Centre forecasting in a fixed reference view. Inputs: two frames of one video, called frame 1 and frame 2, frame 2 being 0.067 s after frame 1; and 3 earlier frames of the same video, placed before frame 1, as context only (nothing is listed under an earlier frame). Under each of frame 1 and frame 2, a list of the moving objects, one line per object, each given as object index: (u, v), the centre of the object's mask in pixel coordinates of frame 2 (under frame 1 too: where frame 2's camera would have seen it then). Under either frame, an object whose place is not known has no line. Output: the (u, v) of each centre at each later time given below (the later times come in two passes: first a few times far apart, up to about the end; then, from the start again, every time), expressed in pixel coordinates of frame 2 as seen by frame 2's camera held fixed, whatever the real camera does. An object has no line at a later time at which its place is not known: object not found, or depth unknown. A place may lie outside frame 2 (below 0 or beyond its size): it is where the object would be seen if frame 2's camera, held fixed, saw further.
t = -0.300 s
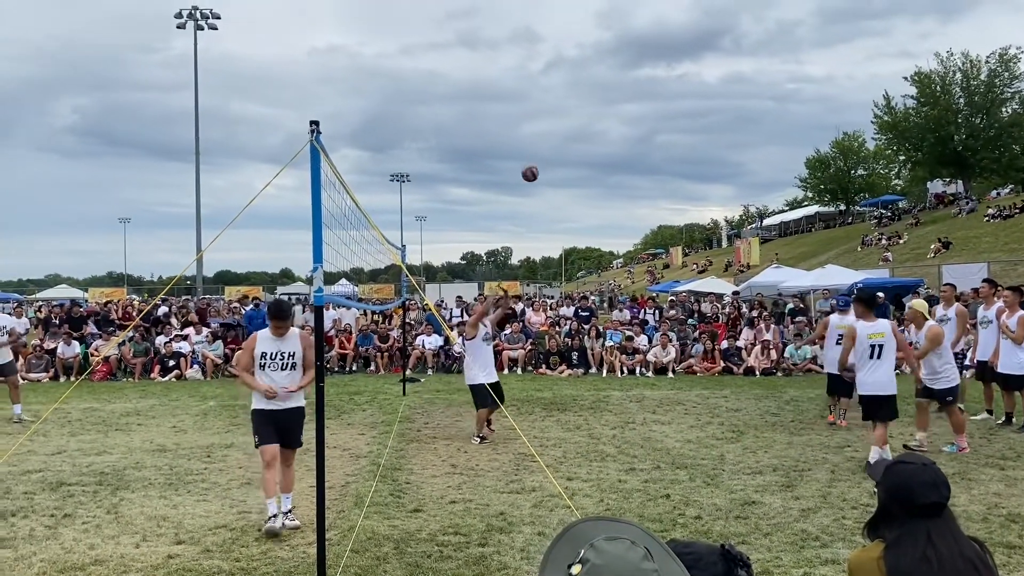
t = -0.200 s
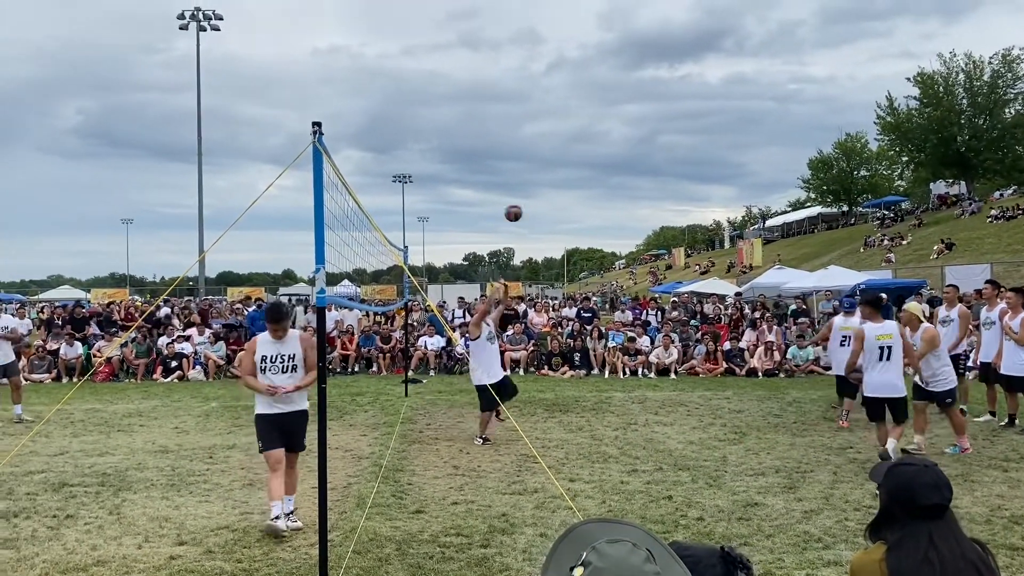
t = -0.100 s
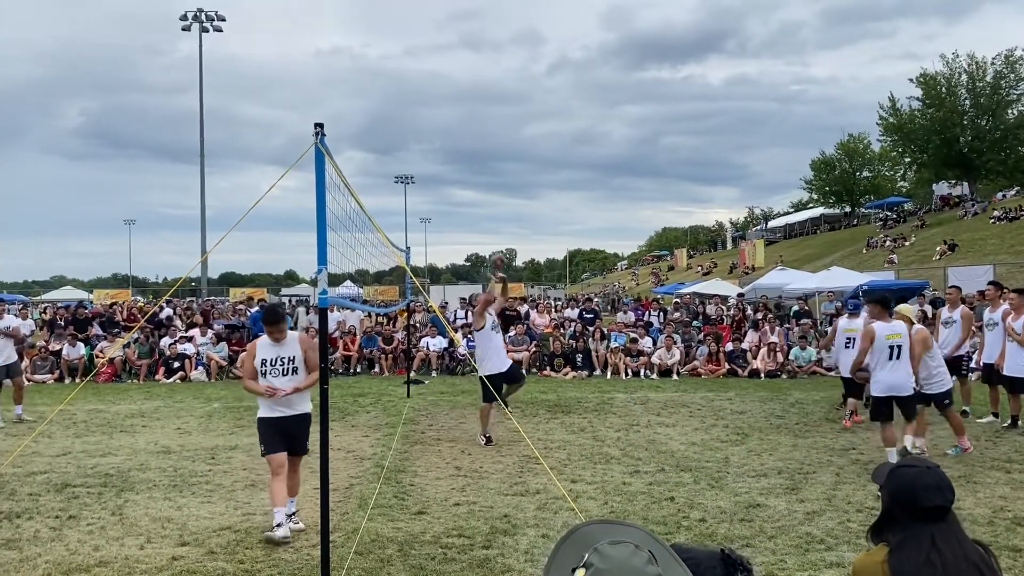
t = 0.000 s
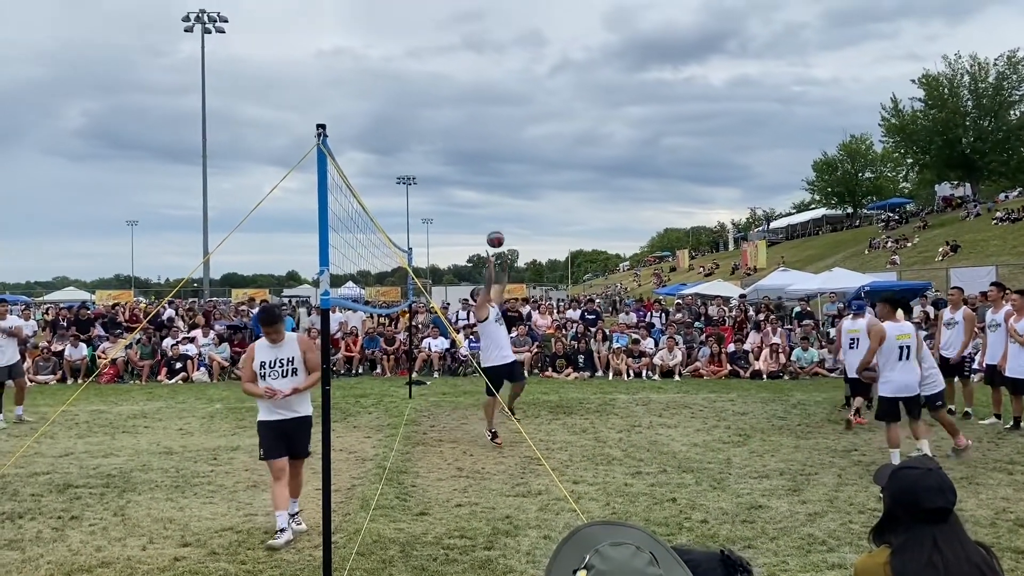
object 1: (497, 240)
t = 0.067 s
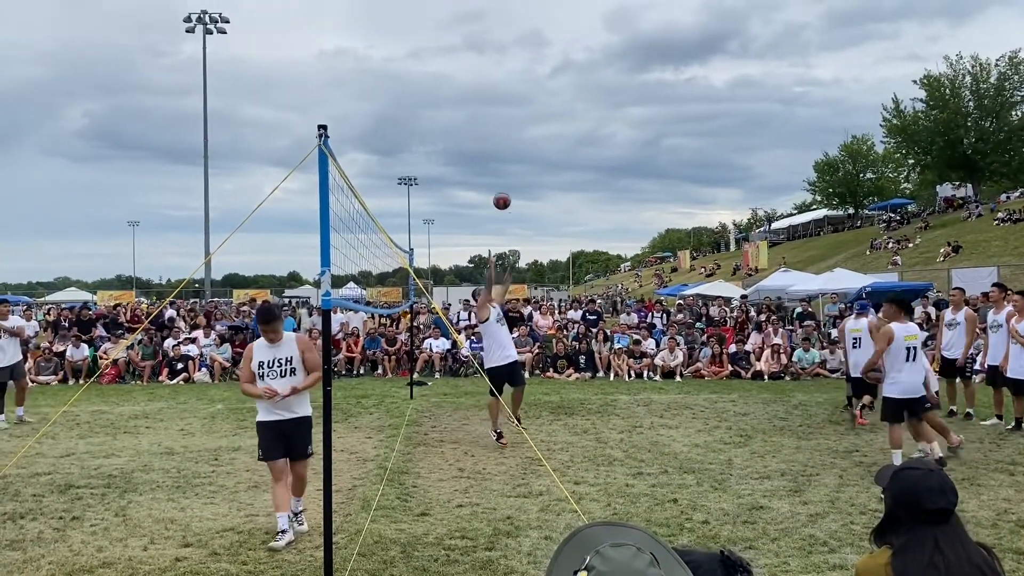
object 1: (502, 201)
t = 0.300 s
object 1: (520, 92)
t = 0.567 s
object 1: (542, 25)
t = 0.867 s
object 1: (567, 23)
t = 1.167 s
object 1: (591, 100)
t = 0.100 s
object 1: (504, 183)
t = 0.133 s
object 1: (507, 165)
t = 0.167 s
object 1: (509, 149)
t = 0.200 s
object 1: (512, 133)
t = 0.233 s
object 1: (515, 119)
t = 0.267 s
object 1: (517, 105)
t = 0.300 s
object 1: (520, 92)
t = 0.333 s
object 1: (523, 80)
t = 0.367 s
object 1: (526, 70)
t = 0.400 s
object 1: (529, 60)
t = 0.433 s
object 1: (531, 51)
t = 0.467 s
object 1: (534, 43)
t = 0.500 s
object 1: (537, 36)
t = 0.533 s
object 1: (540, 30)
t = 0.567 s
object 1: (542, 25)
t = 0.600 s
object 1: (545, 21)
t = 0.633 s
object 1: (548, 18)
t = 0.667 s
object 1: (551, 15)
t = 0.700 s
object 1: (553, 14)
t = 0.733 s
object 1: (556, 14)
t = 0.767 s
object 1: (559, 15)
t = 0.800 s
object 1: (562, 17)
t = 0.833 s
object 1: (564, 19)
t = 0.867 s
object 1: (567, 23)
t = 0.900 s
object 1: (570, 28)
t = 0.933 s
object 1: (572, 33)
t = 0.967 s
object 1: (575, 40)
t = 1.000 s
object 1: (578, 48)
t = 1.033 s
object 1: (580, 56)
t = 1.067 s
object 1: (583, 66)
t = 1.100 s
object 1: (585, 76)
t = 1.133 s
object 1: (588, 88)
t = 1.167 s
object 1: (591, 100)
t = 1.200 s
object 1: (593, 114)
